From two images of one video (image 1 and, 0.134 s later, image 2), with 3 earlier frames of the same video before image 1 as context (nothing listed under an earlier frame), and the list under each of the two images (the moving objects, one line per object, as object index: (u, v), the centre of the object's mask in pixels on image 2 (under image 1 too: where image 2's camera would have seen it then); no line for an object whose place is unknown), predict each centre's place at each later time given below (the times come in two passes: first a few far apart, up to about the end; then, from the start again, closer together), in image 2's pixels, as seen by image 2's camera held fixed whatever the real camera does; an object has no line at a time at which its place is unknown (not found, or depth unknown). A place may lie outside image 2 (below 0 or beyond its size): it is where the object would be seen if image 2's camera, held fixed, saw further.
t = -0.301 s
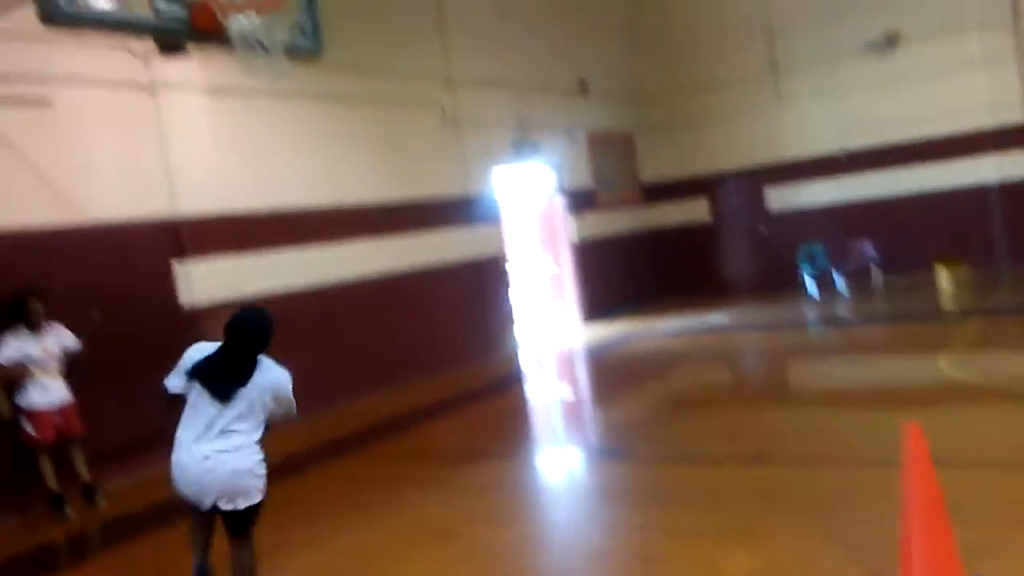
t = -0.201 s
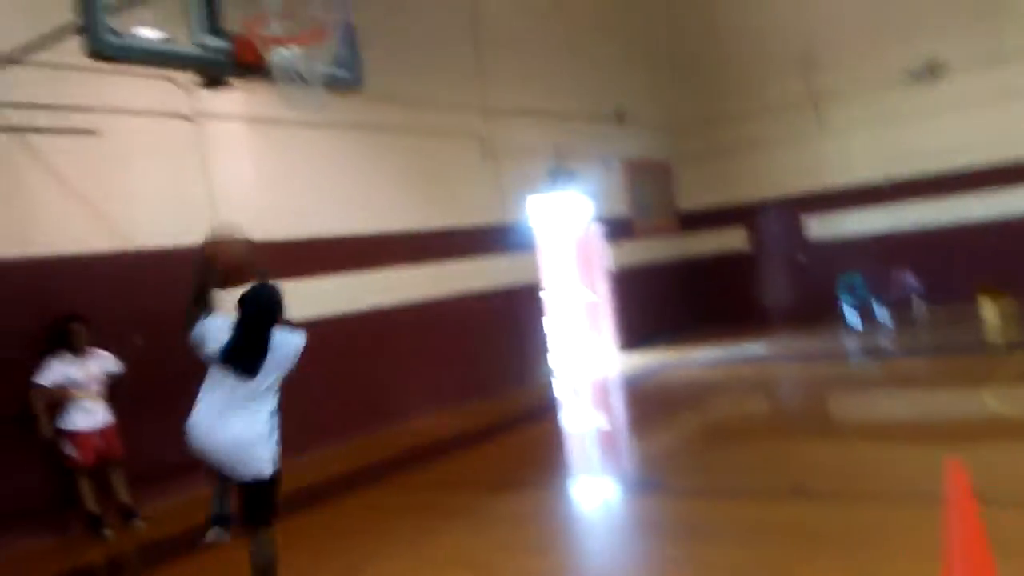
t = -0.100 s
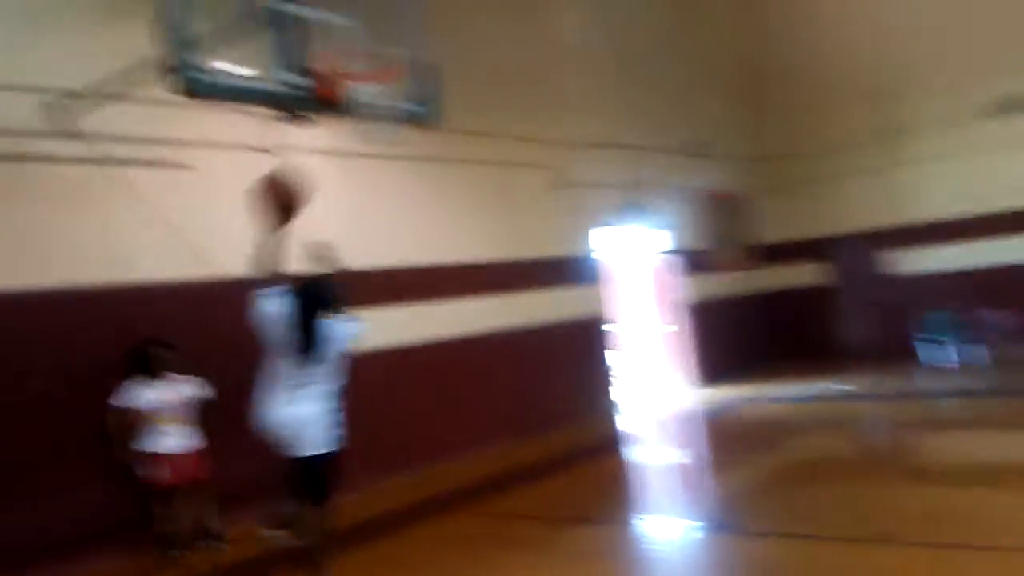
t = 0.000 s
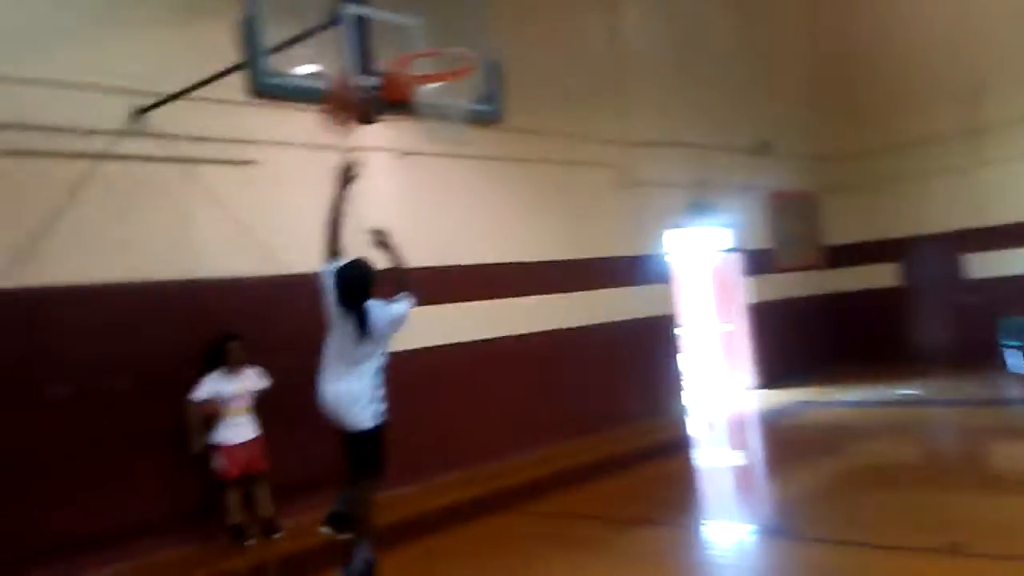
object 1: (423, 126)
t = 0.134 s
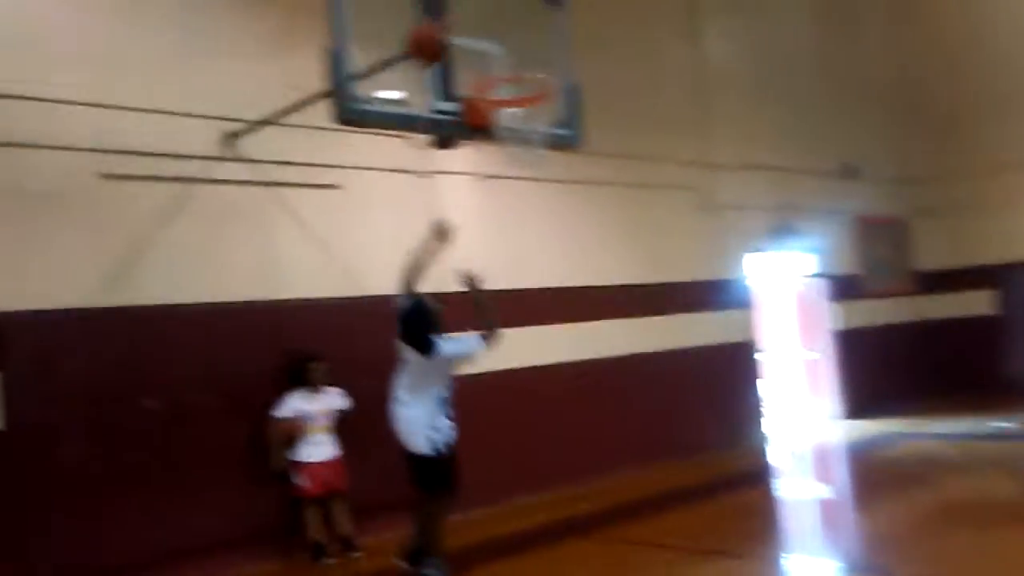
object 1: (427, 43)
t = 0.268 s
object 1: (435, -1)
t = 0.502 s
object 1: (486, -3)
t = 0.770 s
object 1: (529, 60)
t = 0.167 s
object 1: (427, 29)
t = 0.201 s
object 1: (428, 17)
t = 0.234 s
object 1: (429, 6)
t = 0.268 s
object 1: (435, -1)
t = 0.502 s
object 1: (486, -3)
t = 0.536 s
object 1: (496, 4)
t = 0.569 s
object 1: (506, 13)
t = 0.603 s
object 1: (516, 23)
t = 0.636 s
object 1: (526, 35)
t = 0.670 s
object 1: (537, 50)
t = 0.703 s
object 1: (544, 60)
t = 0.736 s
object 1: (539, 59)
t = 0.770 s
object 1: (529, 60)
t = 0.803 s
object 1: (518, 61)
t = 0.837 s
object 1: (511, 65)
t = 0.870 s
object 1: (499, 68)
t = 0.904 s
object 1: (494, 70)
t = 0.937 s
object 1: (500, 68)
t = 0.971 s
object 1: (508, 68)
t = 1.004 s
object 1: (512, 64)
